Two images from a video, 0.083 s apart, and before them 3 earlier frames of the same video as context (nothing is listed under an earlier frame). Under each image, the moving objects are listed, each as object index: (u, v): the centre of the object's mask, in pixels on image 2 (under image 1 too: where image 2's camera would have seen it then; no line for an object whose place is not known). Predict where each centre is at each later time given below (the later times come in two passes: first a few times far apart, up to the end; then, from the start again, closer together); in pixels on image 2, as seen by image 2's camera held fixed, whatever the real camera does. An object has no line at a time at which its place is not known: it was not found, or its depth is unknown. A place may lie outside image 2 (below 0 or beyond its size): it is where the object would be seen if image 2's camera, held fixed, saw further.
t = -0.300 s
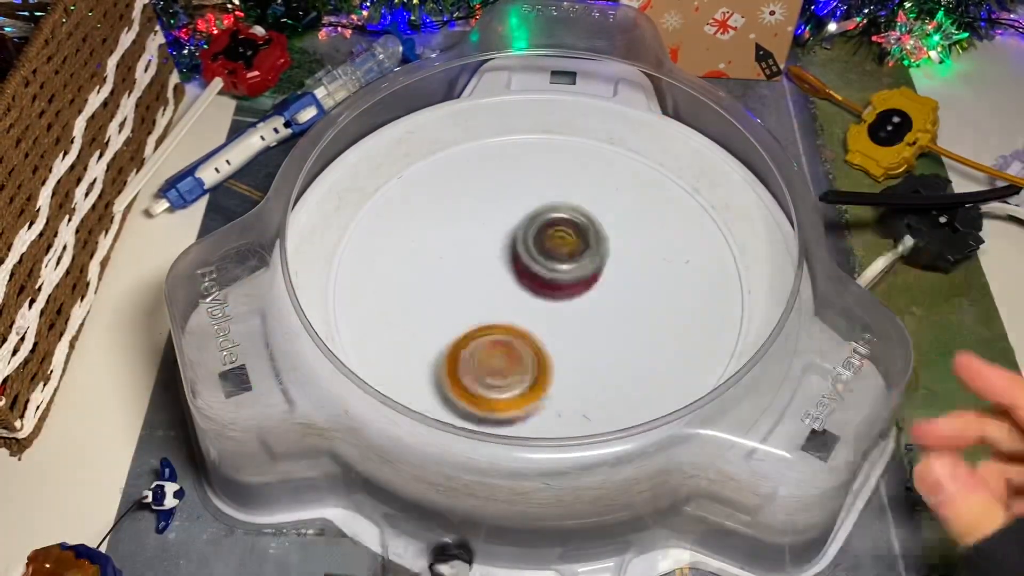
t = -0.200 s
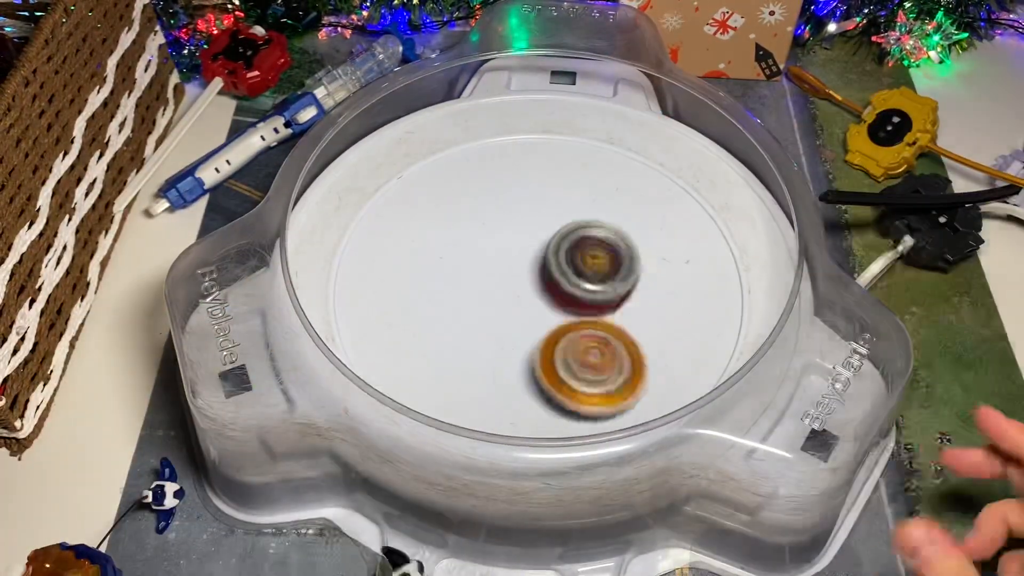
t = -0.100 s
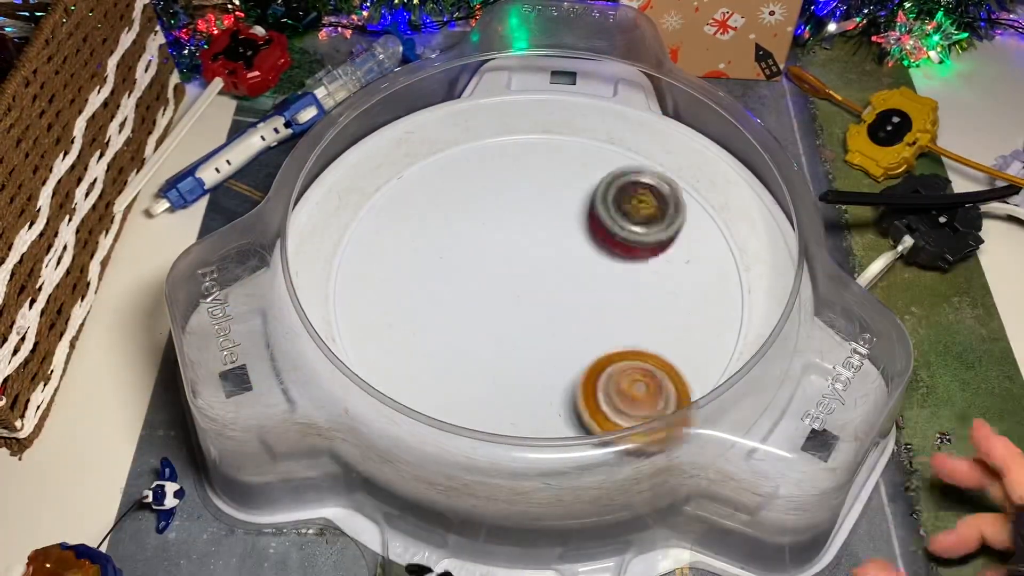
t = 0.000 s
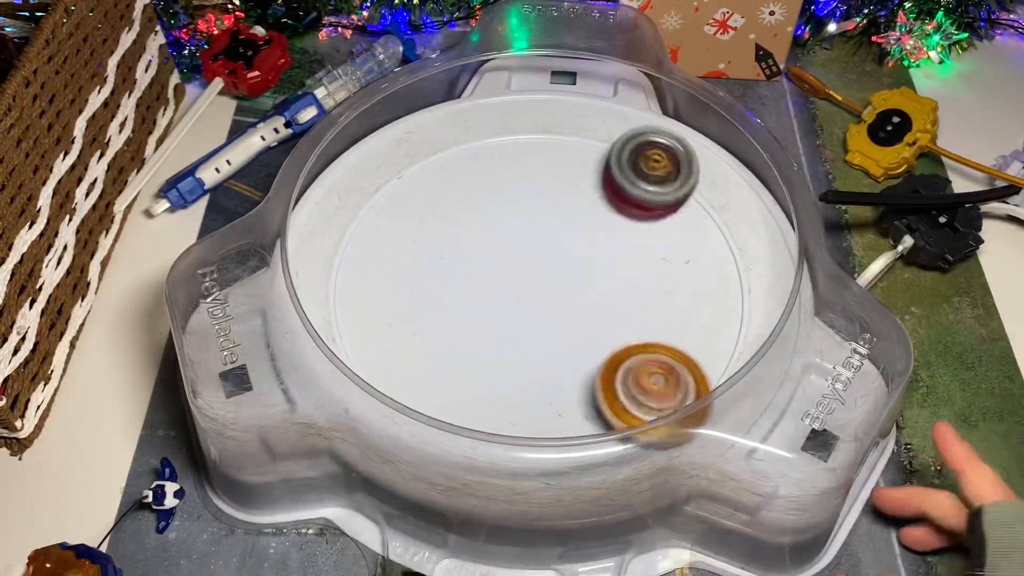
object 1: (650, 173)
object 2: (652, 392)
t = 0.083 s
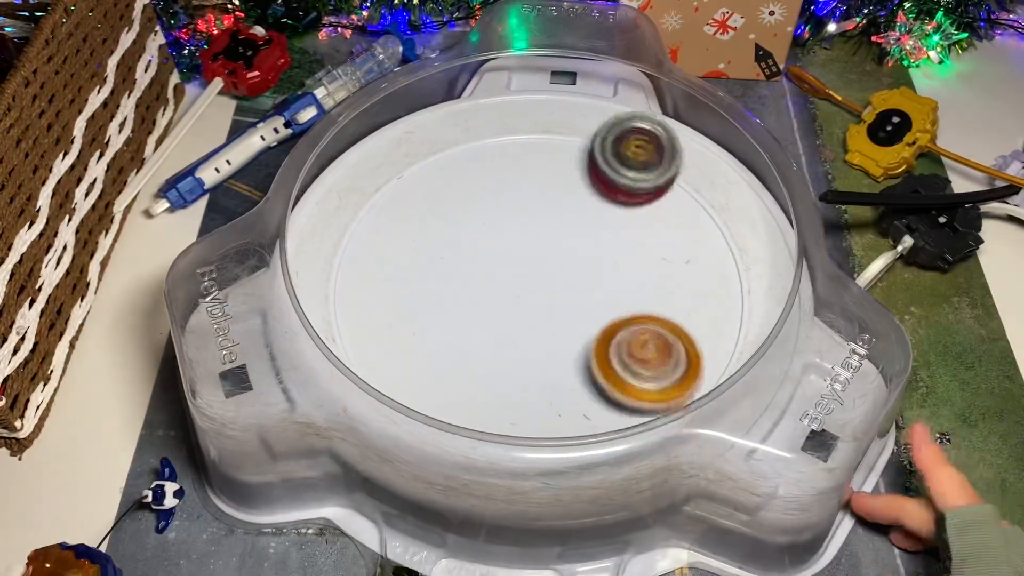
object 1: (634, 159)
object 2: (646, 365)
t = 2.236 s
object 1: (692, 289)
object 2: (494, 330)
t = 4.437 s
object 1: (601, 374)
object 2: (524, 282)
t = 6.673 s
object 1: (592, 339)
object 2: (472, 332)
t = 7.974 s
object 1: (619, 368)
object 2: (474, 189)
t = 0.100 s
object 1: (629, 158)
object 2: (643, 356)
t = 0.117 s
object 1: (622, 161)
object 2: (639, 346)
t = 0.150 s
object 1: (608, 165)
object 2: (629, 326)
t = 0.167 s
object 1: (600, 169)
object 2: (625, 315)
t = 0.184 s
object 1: (592, 172)
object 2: (619, 303)
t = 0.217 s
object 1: (574, 182)
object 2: (608, 280)
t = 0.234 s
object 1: (564, 186)
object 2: (602, 268)
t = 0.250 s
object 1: (555, 185)
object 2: (598, 266)
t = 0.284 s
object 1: (533, 164)
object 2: (587, 275)
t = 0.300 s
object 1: (522, 156)
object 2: (581, 282)
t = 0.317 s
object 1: (512, 148)
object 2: (575, 286)
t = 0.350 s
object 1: (494, 134)
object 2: (562, 296)
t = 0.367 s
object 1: (485, 129)
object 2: (556, 301)
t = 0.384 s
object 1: (476, 126)
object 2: (549, 304)
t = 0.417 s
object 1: (461, 124)
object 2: (537, 311)
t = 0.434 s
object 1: (454, 124)
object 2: (531, 314)
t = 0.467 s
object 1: (441, 124)
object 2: (519, 319)
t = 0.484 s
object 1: (436, 126)
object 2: (513, 320)
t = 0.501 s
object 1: (431, 127)
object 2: (508, 321)
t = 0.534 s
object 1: (424, 132)
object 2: (499, 321)
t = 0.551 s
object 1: (421, 135)
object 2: (496, 321)
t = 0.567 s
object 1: (420, 139)
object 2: (493, 321)
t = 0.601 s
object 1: (419, 151)
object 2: (489, 320)
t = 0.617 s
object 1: (419, 158)
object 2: (487, 319)
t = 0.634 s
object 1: (420, 167)
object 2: (487, 317)
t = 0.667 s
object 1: (423, 186)
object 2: (487, 314)
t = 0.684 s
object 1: (426, 197)
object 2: (488, 313)
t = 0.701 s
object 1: (430, 208)
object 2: (489, 311)
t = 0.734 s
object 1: (441, 232)
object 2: (493, 308)
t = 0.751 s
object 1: (446, 232)
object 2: (500, 317)
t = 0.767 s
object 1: (449, 232)
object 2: (508, 327)
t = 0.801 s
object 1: (459, 232)
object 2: (524, 348)
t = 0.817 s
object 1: (465, 232)
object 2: (533, 356)
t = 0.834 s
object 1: (472, 233)
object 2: (541, 364)
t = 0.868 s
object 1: (488, 234)
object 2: (559, 376)
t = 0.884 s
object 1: (497, 235)
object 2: (567, 380)
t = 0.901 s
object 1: (506, 236)
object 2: (577, 384)
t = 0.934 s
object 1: (524, 237)
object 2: (594, 386)
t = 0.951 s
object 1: (533, 238)
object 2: (602, 385)
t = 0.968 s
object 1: (542, 238)
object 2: (609, 384)
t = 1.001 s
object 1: (560, 240)
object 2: (624, 378)
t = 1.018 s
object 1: (569, 240)
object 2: (630, 375)
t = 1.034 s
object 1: (577, 241)
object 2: (636, 371)
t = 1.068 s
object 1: (592, 243)
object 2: (646, 358)
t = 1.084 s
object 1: (598, 243)
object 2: (649, 351)
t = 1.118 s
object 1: (611, 245)
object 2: (654, 333)
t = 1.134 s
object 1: (616, 244)
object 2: (655, 325)
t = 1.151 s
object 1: (618, 236)
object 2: (660, 327)
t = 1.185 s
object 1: (621, 217)
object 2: (665, 330)
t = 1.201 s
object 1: (622, 208)
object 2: (667, 331)
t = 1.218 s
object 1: (622, 199)
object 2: (667, 332)
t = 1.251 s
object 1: (621, 183)
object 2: (665, 331)
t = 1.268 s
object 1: (620, 177)
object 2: (663, 330)
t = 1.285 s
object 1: (618, 170)
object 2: (659, 328)
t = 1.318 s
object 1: (612, 159)
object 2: (650, 323)
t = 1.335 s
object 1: (609, 155)
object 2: (644, 321)
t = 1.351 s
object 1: (605, 152)
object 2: (638, 317)
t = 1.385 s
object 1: (596, 147)
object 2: (624, 309)
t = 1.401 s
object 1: (591, 146)
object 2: (617, 305)
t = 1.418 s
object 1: (586, 147)
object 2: (608, 301)
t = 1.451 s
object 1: (574, 148)
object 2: (593, 293)
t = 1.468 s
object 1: (568, 151)
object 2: (585, 288)
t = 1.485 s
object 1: (562, 153)
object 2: (576, 283)
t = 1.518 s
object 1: (549, 162)
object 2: (561, 275)
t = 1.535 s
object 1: (543, 166)
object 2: (553, 271)
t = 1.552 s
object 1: (537, 172)
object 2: (545, 268)
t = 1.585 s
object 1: (527, 180)
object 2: (531, 265)
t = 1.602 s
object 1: (523, 179)
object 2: (522, 269)
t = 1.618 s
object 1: (520, 179)
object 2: (513, 276)
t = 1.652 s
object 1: (514, 179)
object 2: (498, 287)
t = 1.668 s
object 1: (511, 180)
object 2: (490, 292)
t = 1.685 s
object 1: (510, 182)
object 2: (484, 298)
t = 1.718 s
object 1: (508, 187)
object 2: (472, 307)
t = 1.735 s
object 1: (507, 191)
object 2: (466, 312)
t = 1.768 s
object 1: (508, 199)
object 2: (459, 320)
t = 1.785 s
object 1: (510, 204)
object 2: (456, 323)
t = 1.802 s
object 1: (512, 210)
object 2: (454, 326)
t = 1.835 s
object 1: (518, 221)
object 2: (453, 332)
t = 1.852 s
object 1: (521, 227)
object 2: (454, 334)
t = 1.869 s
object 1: (525, 234)
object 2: (455, 337)
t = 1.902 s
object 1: (534, 247)
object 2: (460, 340)
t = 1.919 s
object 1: (539, 254)
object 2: (464, 341)
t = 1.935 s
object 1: (544, 261)
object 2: (467, 342)
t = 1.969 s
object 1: (555, 274)
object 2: (476, 342)
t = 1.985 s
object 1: (561, 278)
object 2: (482, 341)
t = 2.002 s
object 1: (568, 284)
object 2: (487, 340)
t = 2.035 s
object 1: (589, 288)
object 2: (483, 343)
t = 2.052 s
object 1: (601, 290)
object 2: (480, 344)
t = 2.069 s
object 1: (612, 295)
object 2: (479, 345)
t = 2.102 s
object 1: (634, 290)
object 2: (478, 344)
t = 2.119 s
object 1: (643, 289)
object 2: (478, 344)
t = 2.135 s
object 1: (653, 290)
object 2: (479, 343)
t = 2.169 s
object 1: (670, 294)
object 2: (482, 339)
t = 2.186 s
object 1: (677, 293)
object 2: (485, 337)
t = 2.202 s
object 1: (683, 292)
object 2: (488, 335)
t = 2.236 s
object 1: (692, 289)
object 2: (494, 330)
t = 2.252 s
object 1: (695, 288)
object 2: (497, 327)
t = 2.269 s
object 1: (697, 287)
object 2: (500, 324)
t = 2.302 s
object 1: (697, 283)
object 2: (508, 318)
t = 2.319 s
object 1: (696, 282)
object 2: (511, 314)
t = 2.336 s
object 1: (694, 278)
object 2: (515, 311)
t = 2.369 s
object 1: (687, 276)
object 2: (522, 304)
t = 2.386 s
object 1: (682, 273)
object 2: (526, 301)
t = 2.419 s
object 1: (670, 272)
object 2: (532, 294)
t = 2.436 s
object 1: (662, 269)
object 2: (536, 291)
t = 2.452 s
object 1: (654, 268)
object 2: (538, 288)
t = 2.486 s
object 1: (642, 264)
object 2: (538, 282)
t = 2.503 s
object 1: (646, 261)
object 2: (528, 276)
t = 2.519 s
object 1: (649, 259)
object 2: (517, 272)
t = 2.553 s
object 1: (656, 264)
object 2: (496, 263)
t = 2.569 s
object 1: (658, 266)
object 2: (487, 259)
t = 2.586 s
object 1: (659, 266)
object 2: (477, 254)
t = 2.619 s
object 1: (659, 268)
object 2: (461, 248)
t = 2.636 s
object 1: (658, 270)
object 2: (454, 245)
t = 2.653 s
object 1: (656, 272)
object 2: (447, 243)
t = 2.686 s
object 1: (650, 273)
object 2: (435, 240)
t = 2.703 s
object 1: (646, 274)
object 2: (430, 240)
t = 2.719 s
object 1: (641, 278)
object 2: (426, 240)
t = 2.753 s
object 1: (630, 281)
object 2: (420, 241)
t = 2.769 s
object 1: (623, 284)
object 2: (416, 243)
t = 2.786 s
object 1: (617, 284)
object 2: (415, 246)
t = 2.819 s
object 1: (603, 287)
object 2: (414, 252)
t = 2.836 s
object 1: (595, 291)
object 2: (415, 256)
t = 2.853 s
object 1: (587, 292)
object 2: (416, 260)
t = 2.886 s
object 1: (571, 294)
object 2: (420, 269)
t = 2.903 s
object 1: (563, 296)
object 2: (424, 275)
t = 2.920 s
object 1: (556, 299)
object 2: (427, 280)
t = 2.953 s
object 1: (542, 300)
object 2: (437, 289)
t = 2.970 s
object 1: (544, 305)
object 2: (435, 291)
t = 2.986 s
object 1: (550, 311)
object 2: (430, 291)
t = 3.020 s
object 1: (563, 320)
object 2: (424, 291)
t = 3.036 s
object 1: (570, 325)
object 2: (423, 292)
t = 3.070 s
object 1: (586, 334)
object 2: (423, 293)
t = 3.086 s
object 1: (595, 337)
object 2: (424, 294)
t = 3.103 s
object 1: (604, 341)
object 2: (426, 295)
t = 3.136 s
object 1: (623, 346)
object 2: (432, 296)
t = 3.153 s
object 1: (633, 348)
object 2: (436, 297)
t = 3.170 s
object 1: (642, 350)
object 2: (441, 298)
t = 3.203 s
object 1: (658, 351)
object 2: (451, 299)
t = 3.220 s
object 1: (667, 352)
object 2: (456, 300)
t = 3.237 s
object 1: (673, 349)
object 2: (462, 299)
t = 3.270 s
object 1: (685, 347)
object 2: (475, 299)
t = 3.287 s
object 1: (690, 344)
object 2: (481, 300)
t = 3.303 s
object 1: (693, 342)
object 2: (487, 299)
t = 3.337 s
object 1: (697, 335)
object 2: (500, 298)
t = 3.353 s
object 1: (697, 330)
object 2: (507, 298)
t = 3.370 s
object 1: (696, 327)
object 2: (512, 297)
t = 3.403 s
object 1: (690, 316)
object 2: (524, 295)
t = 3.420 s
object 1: (687, 311)
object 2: (530, 294)
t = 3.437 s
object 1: (681, 308)
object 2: (535, 293)
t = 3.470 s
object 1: (668, 296)
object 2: (545, 290)
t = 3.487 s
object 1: (660, 291)
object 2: (548, 289)
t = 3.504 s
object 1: (654, 289)
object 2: (552, 287)
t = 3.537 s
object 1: (666, 283)
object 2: (529, 272)
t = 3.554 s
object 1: (672, 280)
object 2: (518, 266)
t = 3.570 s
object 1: (677, 279)
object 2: (507, 262)
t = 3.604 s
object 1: (683, 276)
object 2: (486, 250)
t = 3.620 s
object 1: (684, 275)
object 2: (478, 243)
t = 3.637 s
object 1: (684, 274)
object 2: (469, 238)
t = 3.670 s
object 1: (681, 273)
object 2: (455, 230)
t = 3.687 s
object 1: (679, 272)
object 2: (449, 227)
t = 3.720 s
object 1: (671, 273)
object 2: (438, 221)
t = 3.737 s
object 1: (665, 274)
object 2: (436, 220)
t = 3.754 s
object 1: (659, 273)
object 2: (432, 219)
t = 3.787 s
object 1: (645, 275)
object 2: (429, 219)
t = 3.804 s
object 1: (637, 276)
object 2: (428, 220)
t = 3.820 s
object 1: (629, 278)
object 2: (428, 221)
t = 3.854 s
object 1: (610, 280)
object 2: (430, 226)
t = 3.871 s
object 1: (600, 281)
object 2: (432, 228)
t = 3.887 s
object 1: (590, 281)
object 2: (434, 231)
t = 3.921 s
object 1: (569, 286)
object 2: (442, 238)
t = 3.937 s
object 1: (559, 287)
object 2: (446, 242)
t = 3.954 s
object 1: (548, 288)
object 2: (450, 247)
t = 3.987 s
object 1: (543, 299)
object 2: (446, 245)
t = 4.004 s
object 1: (545, 309)
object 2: (440, 241)
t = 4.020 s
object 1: (546, 317)
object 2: (437, 239)
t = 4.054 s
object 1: (550, 336)
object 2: (431, 235)
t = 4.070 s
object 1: (552, 346)
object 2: (429, 234)
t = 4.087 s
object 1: (555, 354)
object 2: (428, 233)
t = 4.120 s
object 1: (561, 371)
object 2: (428, 233)
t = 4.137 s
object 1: (564, 378)
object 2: (429, 234)
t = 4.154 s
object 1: (567, 387)
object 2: (431, 236)
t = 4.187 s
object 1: (573, 395)
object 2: (436, 239)
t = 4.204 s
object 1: (576, 398)
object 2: (440, 241)
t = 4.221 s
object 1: (579, 400)
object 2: (444, 244)
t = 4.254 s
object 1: (584, 402)
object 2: (453, 249)
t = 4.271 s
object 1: (586, 403)
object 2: (458, 252)
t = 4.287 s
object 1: (589, 403)
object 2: (464, 255)
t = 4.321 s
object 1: (594, 400)
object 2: (477, 261)
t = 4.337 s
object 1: (595, 398)
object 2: (483, 265)
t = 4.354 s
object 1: (597, 397)
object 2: (489, 268)
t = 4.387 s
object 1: (601, 390)
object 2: (503, 273)
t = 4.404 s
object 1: (601, 388)
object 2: (510, 277)
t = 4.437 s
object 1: (601, 374)
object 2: (524, 282)
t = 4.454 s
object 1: (600, 368)
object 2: (530, 284)
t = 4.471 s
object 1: (598, 360)
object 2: (536, 285)
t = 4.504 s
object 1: (598, 354)
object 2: (546, 273)
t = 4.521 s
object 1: (599, 359)
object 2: (550, 261)
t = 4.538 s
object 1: (600, 361)
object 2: (553, 250)
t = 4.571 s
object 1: (600, 367)
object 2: (558, 229)
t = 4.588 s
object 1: (600, 369)
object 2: (561, 219)
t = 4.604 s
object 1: (599, 371)
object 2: (562, 210)
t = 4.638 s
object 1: (596, 372)
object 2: (565, 193)
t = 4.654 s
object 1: (594, 372)
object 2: (565, 185)
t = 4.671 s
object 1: (591, 373)
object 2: (565, 177)
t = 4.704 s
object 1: (584, 370)
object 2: (563, 165)
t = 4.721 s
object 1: (581, 368)
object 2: (561, 160)
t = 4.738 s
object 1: (577, 367)
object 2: (560, 156)
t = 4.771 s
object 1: (568, 362)
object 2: (554, 151)
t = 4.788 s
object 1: (564, 359)
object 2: (551, 150)
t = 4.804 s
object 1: (559, 356)
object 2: (548, 150)
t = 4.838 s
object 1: (549, 349)
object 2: (540, 151)
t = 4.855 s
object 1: (544, 345)
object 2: (536, 153)
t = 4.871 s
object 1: (539, 340)
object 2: (532, 157)
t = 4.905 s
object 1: (528, 331)
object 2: (523, 165)
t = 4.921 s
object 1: (523, 327)
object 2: (520, 170)
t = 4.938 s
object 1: (518, 323)
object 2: (516, 176)
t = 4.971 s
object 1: (507, 315)
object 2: (508, 190)
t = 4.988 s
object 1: (502, 312)
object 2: (505, 197)
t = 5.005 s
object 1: (497, 309)
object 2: (502, 205)
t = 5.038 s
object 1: (487, 305)
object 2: (497, 220)
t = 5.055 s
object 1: (481, 307)
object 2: (498, 223)
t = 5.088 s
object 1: (466, 320)
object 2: (501, 227)
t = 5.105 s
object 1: (460, 326)
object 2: (504, 228)
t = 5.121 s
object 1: (455, 333)
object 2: (506, 229)
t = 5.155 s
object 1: (448, 346)
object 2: (511, 233)
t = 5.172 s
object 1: (446, 352)
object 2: (514, 235)
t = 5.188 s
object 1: (445, 358)
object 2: (517, 237)
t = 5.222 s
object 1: (448, 368)
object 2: (522, 243)
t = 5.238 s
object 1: (452, 372)
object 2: (525, 245)
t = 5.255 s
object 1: (456, 375)
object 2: (528, 248)
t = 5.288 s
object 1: (469, 381)
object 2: (533, 254)
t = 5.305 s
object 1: (477, 383)
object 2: (536, 257)
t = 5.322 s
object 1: (497, 384)
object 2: (541, 263)
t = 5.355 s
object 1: (520, 381)
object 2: (546, 268)
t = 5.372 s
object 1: (534, 378)
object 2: (548, 270)
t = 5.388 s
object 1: (547, 372)
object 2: (551, 273)
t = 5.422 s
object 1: (576, 361)
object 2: (557, 274)
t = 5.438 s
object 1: (590, 354)
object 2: (559, 275)
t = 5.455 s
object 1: (603, 347)
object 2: (561, 275)
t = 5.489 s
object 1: (631, 338)
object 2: (569, 272)
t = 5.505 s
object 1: (644, 334)
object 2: (574, 270)
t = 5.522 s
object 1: (656, 328)
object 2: (578, 268)
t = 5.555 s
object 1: (676, 317)
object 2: (586, 263)
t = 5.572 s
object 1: (685, 310)
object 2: (590, 260)
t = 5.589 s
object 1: (691, 303)
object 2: (593, 258)
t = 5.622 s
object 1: (703, 291)
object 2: (599, 253)
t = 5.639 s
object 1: (707, 286)
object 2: (602, 251)
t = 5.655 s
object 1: (710, 279)
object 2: (604, 249)
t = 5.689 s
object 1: (712, 268)
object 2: (608, 246)
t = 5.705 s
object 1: (711, 264)
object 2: (608, 245)
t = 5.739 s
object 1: (708, 256)
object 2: (606, 242)
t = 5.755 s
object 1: (707, 253)
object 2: (603, 241)
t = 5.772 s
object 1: (705, 251)
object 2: (600, 240)
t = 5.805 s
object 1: (697, 247)
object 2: (593, 239)
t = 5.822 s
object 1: (692, 245)
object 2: (589, 239)
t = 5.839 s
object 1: (685, 245)
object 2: (585, 239)
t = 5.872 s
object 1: (675, 244)
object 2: (573, 240)
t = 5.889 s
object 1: (669, 245)
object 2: (567, 240)
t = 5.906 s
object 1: (663, 245)
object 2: (560, 241)
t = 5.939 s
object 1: (650, 247)
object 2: (544, 242)
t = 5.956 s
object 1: (645, 250)
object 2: (535, 243)
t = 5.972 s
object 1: (640, 252)
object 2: (526, 243)
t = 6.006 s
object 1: (627, 257)
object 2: (510, 245)
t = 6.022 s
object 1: (620, 260)
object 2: (502, 247)
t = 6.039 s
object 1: (612, 262)
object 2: (496, 249)
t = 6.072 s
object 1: (597, 268)
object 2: (484, 254)
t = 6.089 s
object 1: (589, 272)
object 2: (479, 257)
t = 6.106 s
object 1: (581, 273)
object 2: (475, 261)
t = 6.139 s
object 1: (571, 281)
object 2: (462, 267)
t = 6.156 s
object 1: (570, 286)
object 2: (453, 269)
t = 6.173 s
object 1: (569, 290)
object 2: (445, 271)
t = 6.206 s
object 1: (566, 298)
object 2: (430, 277)
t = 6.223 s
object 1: (565, 302)
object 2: (425, 280)
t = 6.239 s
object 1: (563, 304)
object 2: (420, 284)
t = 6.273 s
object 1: (559, 312)
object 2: (414, 292)
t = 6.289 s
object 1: (557, 316)
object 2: (413, 297)
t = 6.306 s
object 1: (555, 318)
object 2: (413, 301)
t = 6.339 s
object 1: (551, 322)
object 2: (417, 311)
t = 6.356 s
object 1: (550, 325)
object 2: (420, 316)
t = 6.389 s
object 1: (546, 328)
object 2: (431, 326)
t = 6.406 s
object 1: (545, 330)
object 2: (438, 331)
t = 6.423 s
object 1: (547, 333)
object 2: (440, 334)
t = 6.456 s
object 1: (558, 338)
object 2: (437, 336)
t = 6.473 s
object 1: (562, 340)
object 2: (437, 338)
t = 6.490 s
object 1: (566, 341)
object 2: (438, 338)
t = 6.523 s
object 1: (572, 343)
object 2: (443, 340)
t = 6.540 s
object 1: (575, 345)
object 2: (446, 341)
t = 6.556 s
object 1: (575, 344)
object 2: (450, 341)
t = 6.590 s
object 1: (576, 343)
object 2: (461, 340)
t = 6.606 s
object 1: (576, 343)
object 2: (467, 340)
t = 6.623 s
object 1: (580, 342)
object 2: (468, 338)
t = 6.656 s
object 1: (589, 341)
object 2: (470, 334)
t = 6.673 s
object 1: (592, 339)
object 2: (472, 332)
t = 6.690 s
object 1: (594, 337)
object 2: (474, 329)
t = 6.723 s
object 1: (596, 333)
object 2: (481, 324)
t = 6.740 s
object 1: (596, 330)
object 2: (484, 321)
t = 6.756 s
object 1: (596, 328)
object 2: (487, 318)
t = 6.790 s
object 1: (603, 324)
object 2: (484, 310)
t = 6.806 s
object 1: (605, 322)
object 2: (483, 306)
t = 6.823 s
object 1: (607, 319)
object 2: (482, 301)
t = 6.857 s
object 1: (607, 314)
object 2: (482, 294)
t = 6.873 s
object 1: (607, 312)
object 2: (483, 290)
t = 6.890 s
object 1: (605, 309)
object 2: (483, 286)
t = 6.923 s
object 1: (599, 305)
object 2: (485, 281)
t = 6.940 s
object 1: (595, 302)
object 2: (486, 278)
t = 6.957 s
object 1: (590, 300)
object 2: (488, 276)
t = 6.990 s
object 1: (587, 299)
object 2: (485, 267)
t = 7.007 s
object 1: (586, 298)
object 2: (482, 262)
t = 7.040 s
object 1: (584, 298)
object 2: (477, 254)
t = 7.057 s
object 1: (583, 299)
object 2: (475, 251)
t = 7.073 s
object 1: (581, 297)
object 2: (474, 248)
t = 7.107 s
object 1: (575, 296)
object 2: (471, 243)
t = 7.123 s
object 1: (573, 294)
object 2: (470, 241)
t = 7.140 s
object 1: (568, 293)
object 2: (470, 239)
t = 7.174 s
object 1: (561, 290)
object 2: (469, 239)
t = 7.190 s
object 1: (557, 288)
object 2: (470, 239)
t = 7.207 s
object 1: (554, 288)
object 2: (470, 239)
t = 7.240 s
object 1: (553, 291)
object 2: (464, 232)
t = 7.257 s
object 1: (551, 292)
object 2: (462, 229)
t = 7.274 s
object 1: (550, 293)
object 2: (460, 227)
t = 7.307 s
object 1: (547, 294)
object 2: (457, 224)
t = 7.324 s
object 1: (545, 294)
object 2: (457, 224)
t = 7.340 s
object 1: (543, 294)
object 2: (457, 224)
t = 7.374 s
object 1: (537, 292)
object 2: (456, 225)
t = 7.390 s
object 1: (535, 290)
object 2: (457, 226)
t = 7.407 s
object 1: (533, 289)
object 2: (457, 229)
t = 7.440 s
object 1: (531, 291)
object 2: (457, 227)
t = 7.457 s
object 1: (533, 295)
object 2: (455, 223)
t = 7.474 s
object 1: (535, 299)
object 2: (453, 219)
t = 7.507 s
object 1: (539, 306)
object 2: (449, 212)
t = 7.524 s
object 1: (540, 309)
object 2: (448, 210)
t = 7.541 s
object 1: (541, 311)
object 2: (448, 208)
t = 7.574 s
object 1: (543, 313)
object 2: (447, 207)
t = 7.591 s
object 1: (543, 313)
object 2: (448, 208)
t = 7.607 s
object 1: (544, 313)
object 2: (449, 208)
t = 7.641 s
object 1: (544, 311)
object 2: (452, 211)
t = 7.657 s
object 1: (544, 310)
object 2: (454, 213)
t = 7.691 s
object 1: (544, 307)
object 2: (460, 220)
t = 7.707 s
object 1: (543, 305)
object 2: (463, 223)
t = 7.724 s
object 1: (543, 302)
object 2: (468, 227)
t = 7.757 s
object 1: (542, 298)
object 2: (475, 236)
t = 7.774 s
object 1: (544, 301)
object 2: (477, 235)
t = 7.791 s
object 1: (551, 312)
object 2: (476, 226)
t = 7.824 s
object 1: (566, 328)
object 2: (474, 215)
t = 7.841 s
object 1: (574, 335)
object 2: (473, 209)
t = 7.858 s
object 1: (581, 342)
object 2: (472, 204)
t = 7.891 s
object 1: (595, 354)
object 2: (471, 197)
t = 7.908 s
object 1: (601, 358)
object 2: (471, 193)
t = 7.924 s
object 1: (606, 362)
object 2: (472, 192)
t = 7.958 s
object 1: (616, 367)
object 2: (473, 189)
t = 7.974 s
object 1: (619, 368)
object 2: (474, 189)
